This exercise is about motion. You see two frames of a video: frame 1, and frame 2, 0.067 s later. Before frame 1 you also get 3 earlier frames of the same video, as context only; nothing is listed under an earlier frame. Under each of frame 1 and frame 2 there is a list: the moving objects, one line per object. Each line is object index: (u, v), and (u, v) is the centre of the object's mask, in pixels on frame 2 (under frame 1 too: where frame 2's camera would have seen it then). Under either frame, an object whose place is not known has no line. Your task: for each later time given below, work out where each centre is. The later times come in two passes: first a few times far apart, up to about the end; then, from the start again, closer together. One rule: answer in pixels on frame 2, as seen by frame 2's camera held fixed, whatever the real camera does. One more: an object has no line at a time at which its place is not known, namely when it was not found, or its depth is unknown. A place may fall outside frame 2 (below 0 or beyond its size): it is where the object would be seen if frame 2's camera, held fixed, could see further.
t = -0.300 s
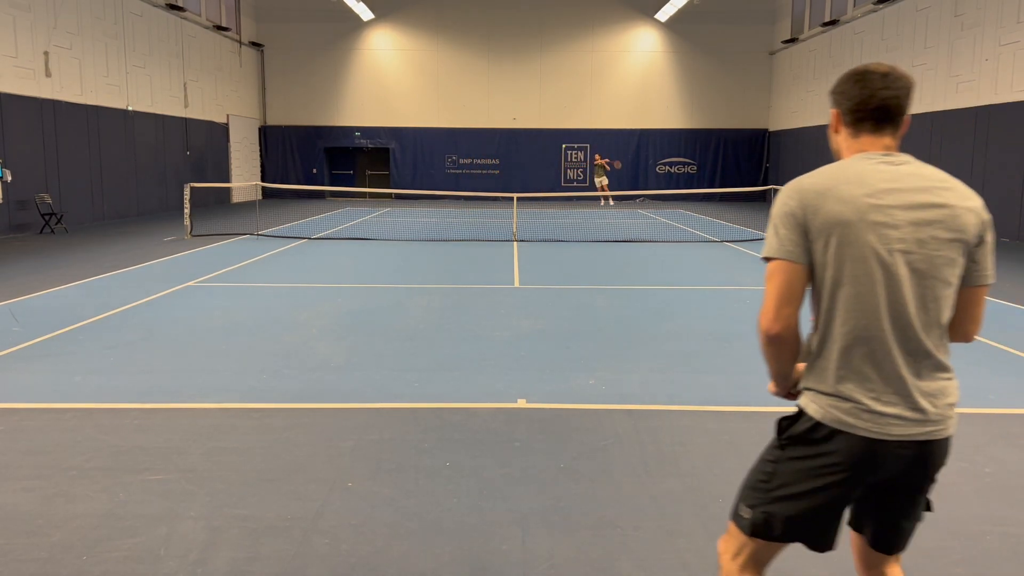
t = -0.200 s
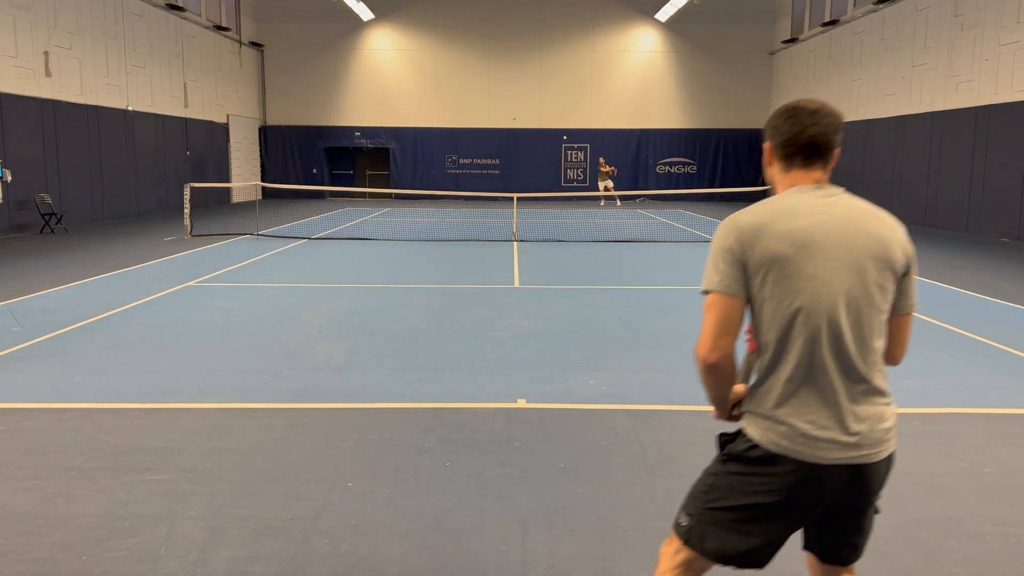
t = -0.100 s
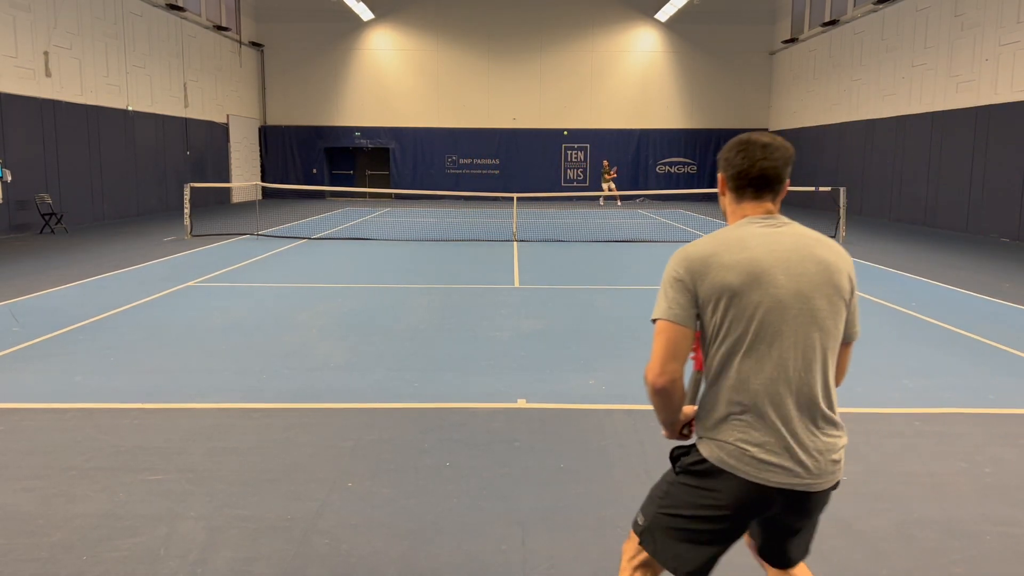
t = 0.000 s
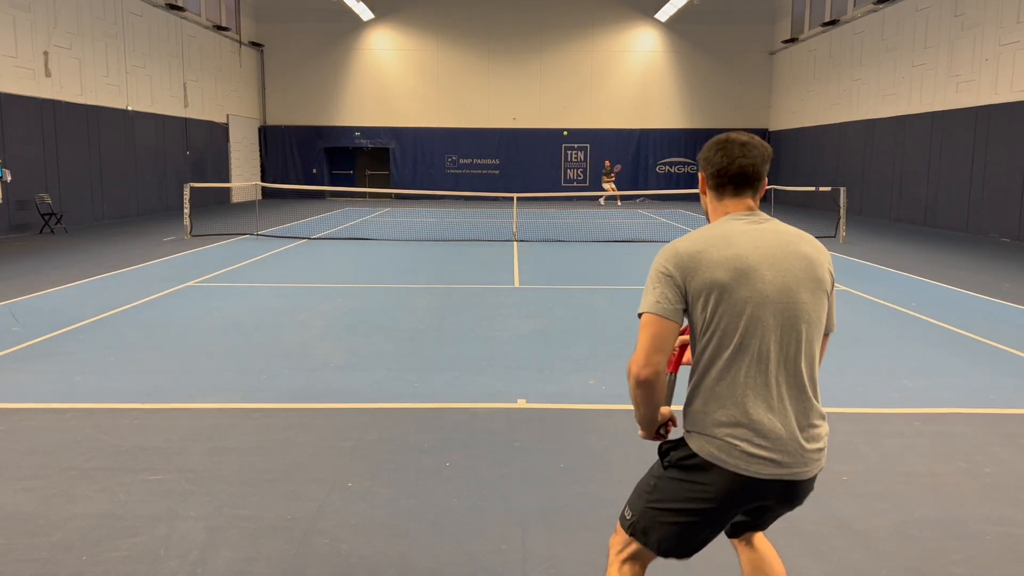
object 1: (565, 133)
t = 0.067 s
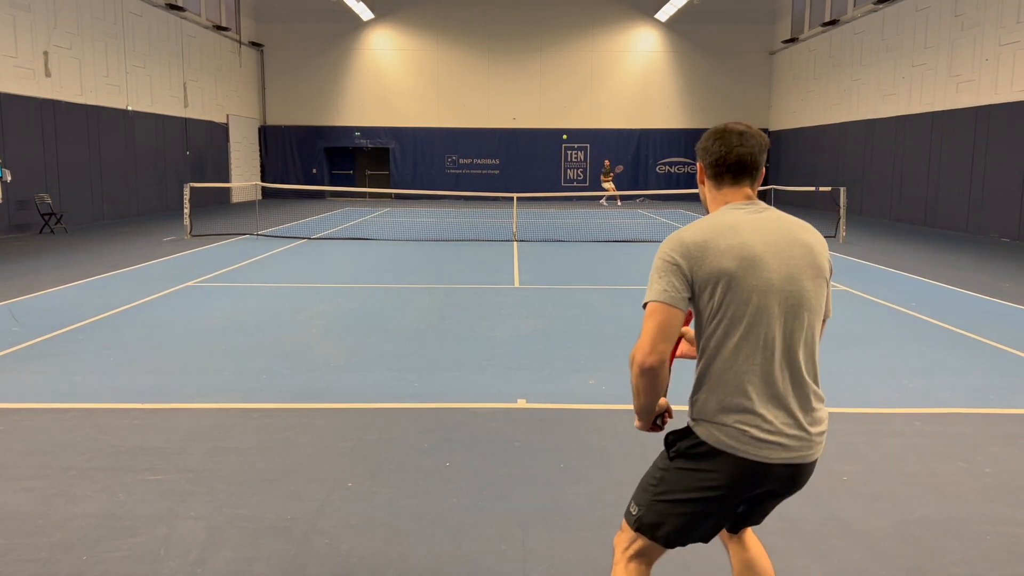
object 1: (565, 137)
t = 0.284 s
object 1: (559, 179)
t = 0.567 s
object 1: (542, 304)
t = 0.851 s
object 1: (531, 238)
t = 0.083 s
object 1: (564, 138)
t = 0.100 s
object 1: (564, 140)
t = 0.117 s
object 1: (564, 142)
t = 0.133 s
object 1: (564, 144)
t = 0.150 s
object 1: (563, 147)
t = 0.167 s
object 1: (563, 149)
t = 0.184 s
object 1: (562, 152)
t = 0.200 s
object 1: (562, 156)
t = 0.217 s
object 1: (561, 160)
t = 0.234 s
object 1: (561, 164)
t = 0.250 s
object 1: (560, 169)
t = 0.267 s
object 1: (560, 174)
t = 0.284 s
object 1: (559, 179)
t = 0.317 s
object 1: (558, 191)
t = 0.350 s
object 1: (556, 206)
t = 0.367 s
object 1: (555, 214)
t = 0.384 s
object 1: (554, 223)
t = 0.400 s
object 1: (553, 233)
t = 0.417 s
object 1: (551, 243)
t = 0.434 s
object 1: (550, 254)
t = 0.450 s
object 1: (549, 266)
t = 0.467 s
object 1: (547, 279)
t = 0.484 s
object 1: (546, 293)
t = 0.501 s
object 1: (544, 308)
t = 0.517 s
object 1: (542, 321)
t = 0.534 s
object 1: (542, 315)
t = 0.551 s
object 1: (542, 310)
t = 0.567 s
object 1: (542, 304)
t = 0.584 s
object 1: (542, 299)
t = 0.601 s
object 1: (542, 294)
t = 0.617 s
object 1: (541, 289)
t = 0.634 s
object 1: (541, 283)
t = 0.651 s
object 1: (540, 278)
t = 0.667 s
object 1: (540, 273)
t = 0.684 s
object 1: (539, 269)
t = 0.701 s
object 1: (539, 265)
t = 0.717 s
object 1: (538, 260)
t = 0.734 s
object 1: (537, 256)
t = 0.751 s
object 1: (536, 253)
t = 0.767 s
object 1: (535, 249)
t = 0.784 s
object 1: (535, 247)
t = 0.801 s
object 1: (534, 244)
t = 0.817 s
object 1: (533, 242)
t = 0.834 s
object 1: (532, 240)
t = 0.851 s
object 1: (531, 238)
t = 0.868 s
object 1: (530, 237)
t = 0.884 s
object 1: (528, 237)
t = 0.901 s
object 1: (527, 237)
